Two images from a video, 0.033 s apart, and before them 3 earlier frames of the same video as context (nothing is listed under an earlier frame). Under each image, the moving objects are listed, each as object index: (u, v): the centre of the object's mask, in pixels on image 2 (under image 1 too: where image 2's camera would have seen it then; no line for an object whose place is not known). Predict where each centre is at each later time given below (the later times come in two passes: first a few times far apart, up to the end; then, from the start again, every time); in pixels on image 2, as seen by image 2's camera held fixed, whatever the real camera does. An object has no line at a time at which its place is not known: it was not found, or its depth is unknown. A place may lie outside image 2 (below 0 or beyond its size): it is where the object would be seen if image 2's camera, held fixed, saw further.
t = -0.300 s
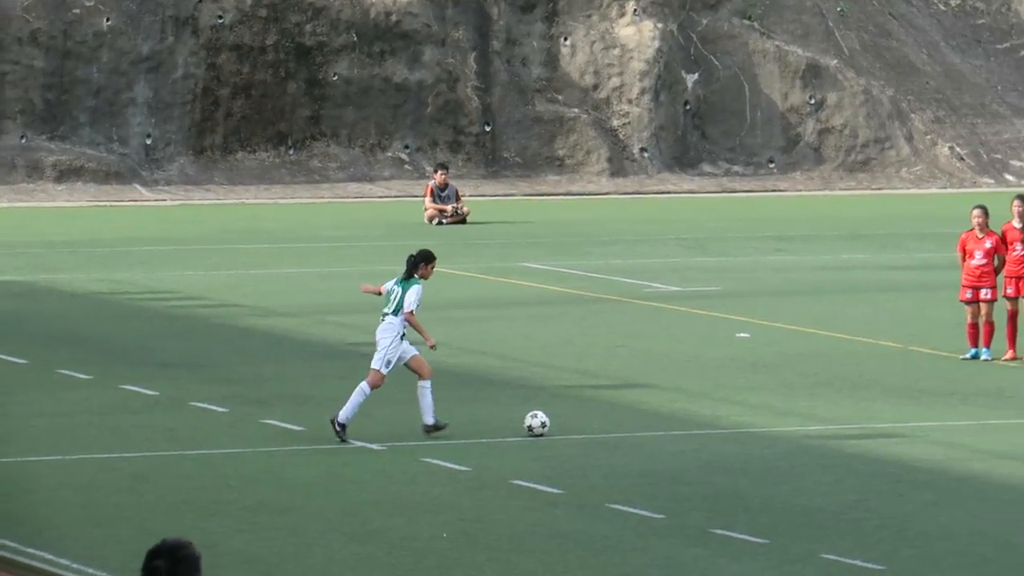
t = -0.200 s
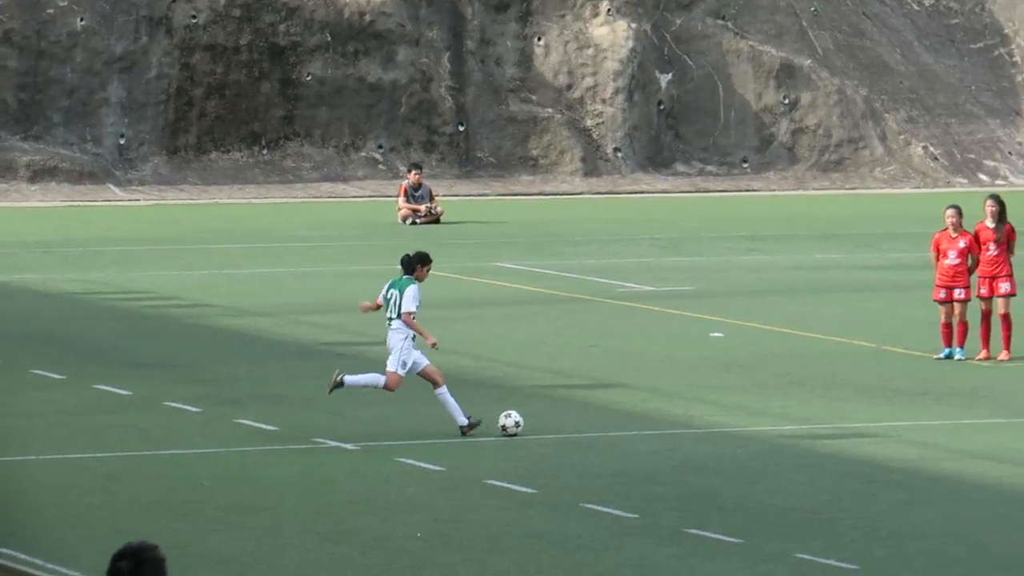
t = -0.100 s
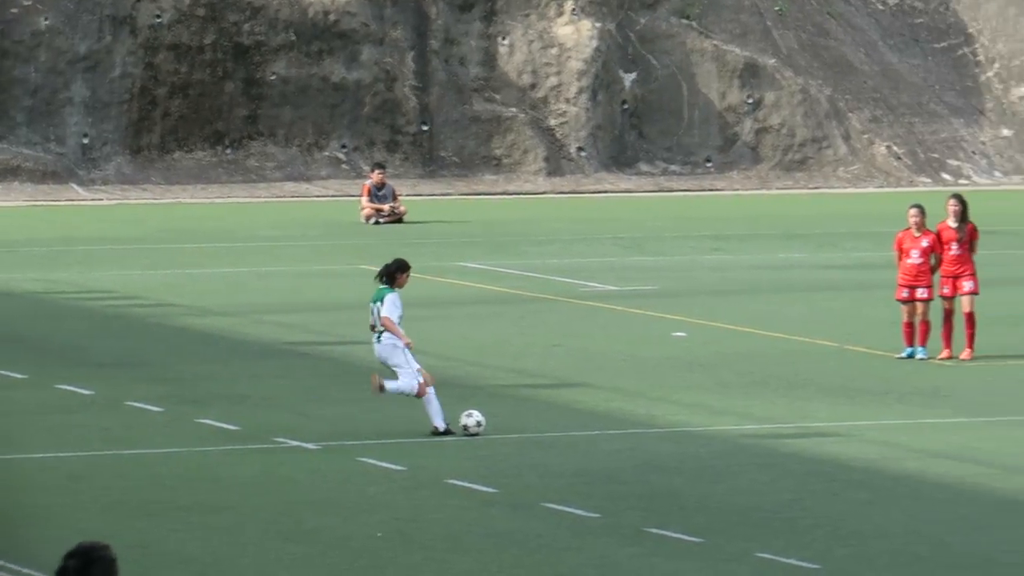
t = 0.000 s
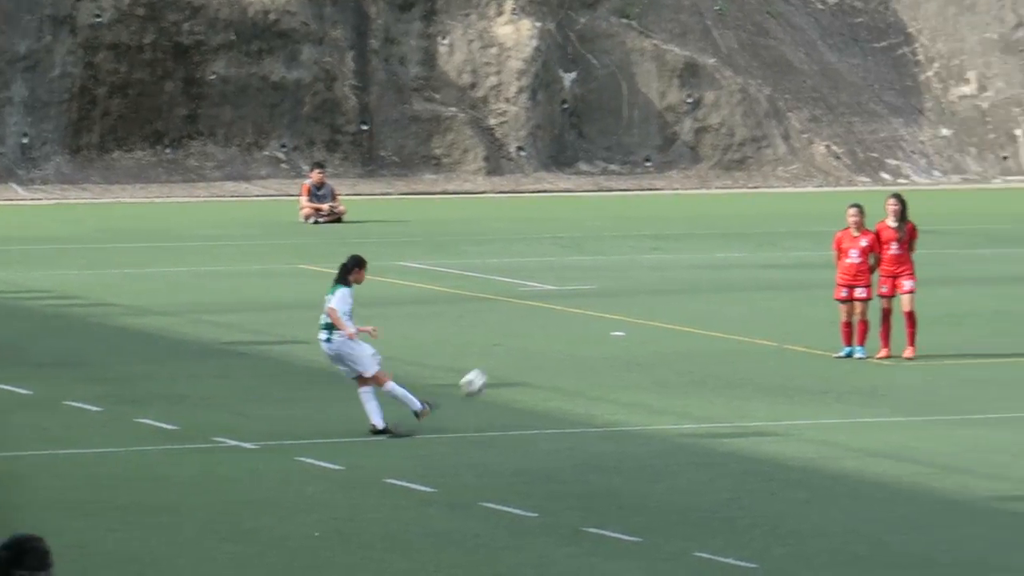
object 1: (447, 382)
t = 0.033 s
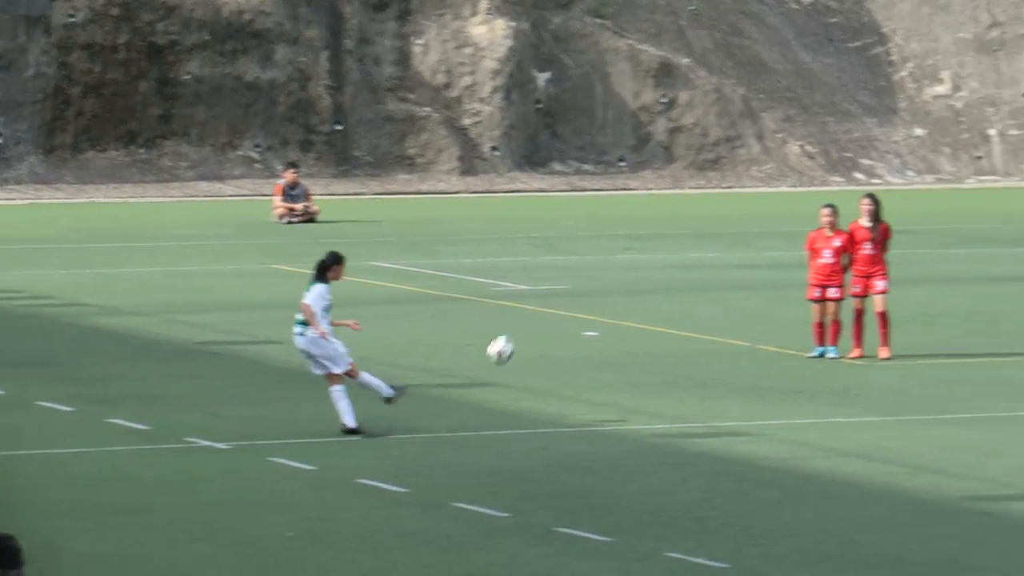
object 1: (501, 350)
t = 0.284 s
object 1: (862, 142)
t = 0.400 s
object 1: (1011, 71)
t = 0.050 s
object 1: (527, 334)
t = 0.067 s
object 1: (553, 318)
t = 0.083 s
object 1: (579, 302)
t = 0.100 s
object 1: (604, 288)
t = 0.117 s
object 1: (629, 273)
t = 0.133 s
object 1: (654, 259)
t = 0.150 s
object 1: (679, 245)
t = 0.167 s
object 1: (702, 231)
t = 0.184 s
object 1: (726, 217)
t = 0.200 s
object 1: (750, 204)
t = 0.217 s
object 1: (773, 191)
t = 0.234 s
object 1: (796, 178)
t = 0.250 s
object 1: (818, 166)
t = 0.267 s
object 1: (840, 154)
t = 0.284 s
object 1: (862, 142)
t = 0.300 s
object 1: (884, 131)
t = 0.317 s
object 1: (905, 120)
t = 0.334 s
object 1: (927, 110)
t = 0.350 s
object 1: (948, 100)
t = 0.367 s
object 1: (969, 90)
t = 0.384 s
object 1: (991, 80)
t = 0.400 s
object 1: (1011, 71)
